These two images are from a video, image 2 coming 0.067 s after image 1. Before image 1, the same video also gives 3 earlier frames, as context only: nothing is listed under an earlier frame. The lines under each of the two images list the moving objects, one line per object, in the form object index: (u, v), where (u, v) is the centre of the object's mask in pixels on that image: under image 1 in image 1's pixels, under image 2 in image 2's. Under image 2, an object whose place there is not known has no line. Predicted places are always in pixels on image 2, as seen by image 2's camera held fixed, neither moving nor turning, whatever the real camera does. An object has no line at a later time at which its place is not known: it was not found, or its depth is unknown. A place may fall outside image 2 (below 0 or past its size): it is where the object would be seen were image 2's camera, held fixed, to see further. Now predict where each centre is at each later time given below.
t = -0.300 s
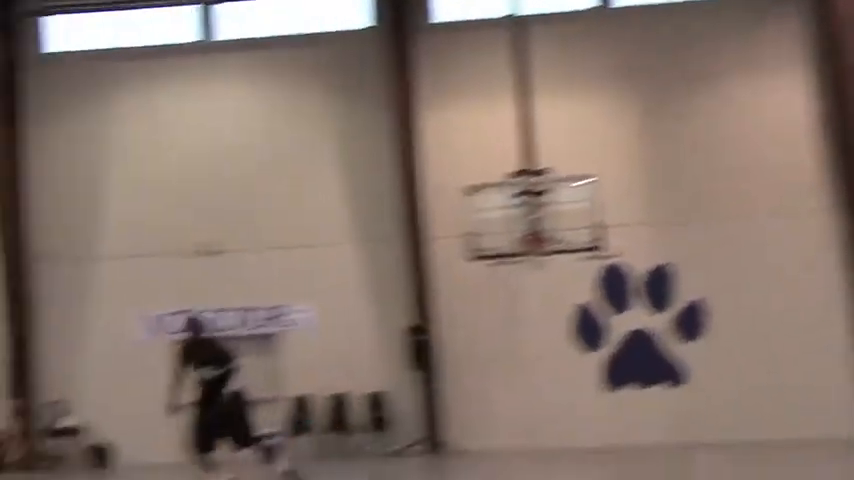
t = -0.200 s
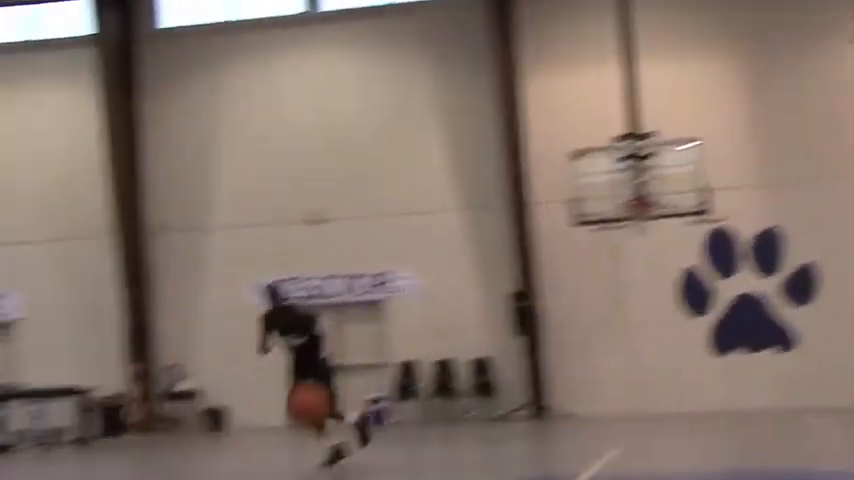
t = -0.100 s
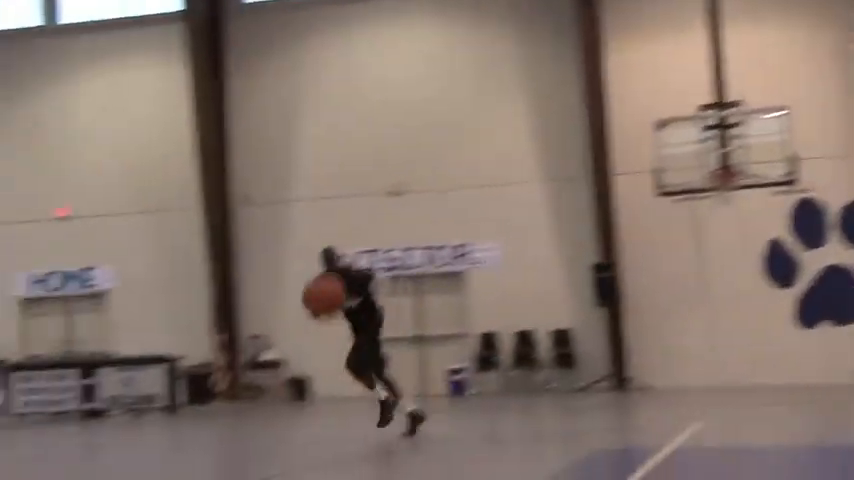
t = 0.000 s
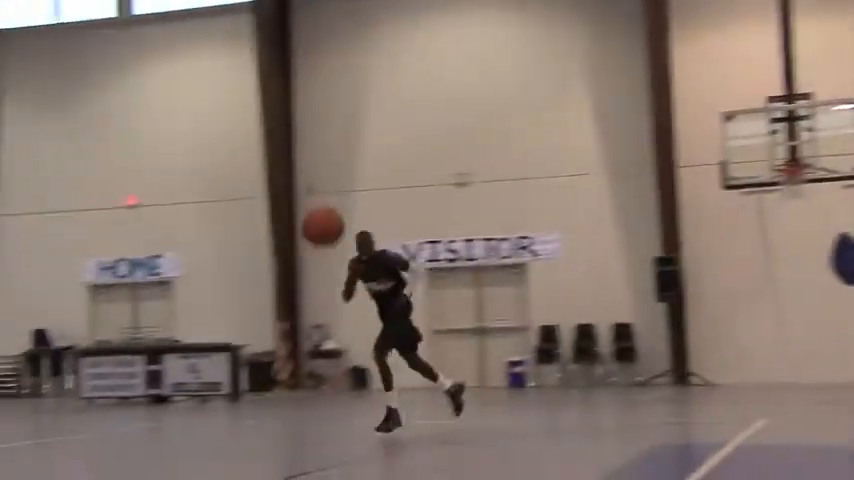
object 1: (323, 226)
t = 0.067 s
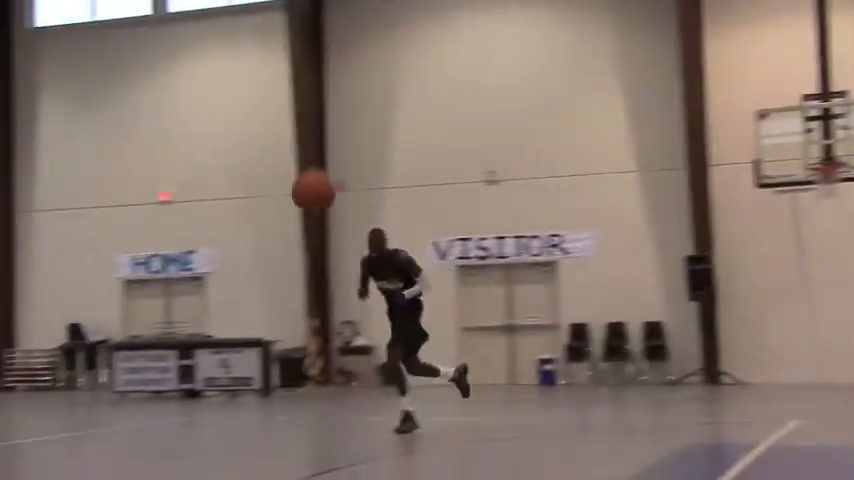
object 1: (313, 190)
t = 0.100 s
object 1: (289, 178)
